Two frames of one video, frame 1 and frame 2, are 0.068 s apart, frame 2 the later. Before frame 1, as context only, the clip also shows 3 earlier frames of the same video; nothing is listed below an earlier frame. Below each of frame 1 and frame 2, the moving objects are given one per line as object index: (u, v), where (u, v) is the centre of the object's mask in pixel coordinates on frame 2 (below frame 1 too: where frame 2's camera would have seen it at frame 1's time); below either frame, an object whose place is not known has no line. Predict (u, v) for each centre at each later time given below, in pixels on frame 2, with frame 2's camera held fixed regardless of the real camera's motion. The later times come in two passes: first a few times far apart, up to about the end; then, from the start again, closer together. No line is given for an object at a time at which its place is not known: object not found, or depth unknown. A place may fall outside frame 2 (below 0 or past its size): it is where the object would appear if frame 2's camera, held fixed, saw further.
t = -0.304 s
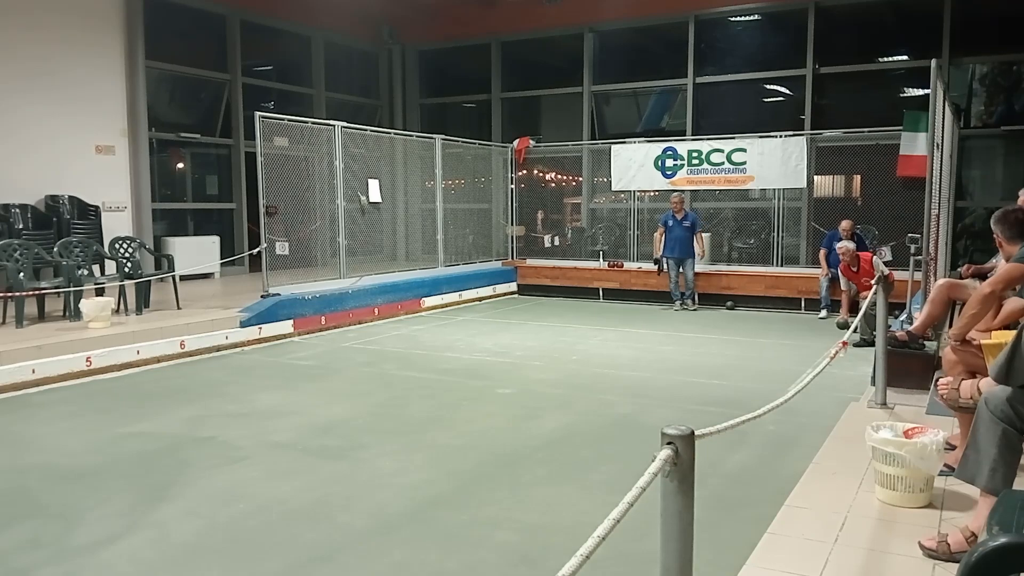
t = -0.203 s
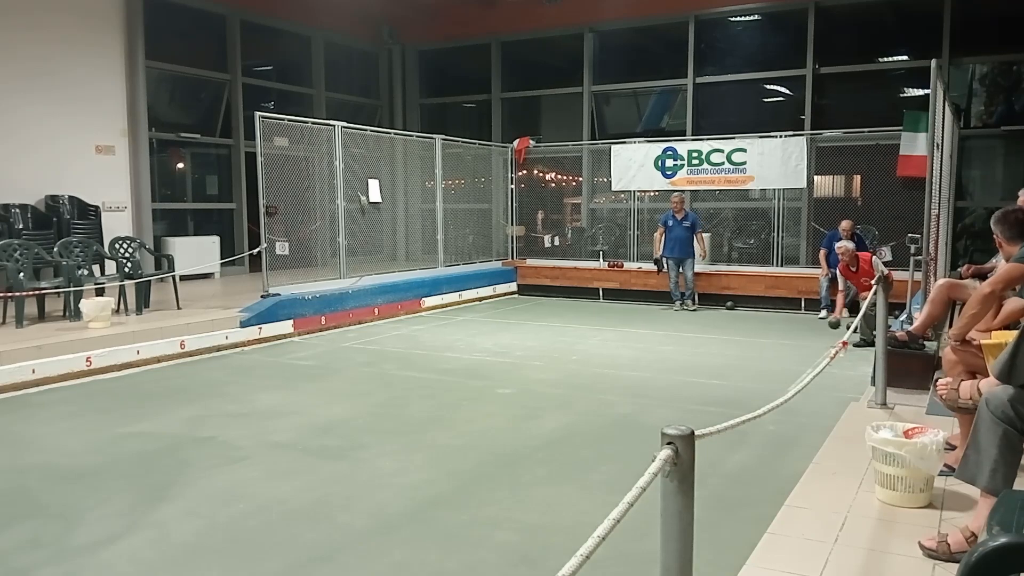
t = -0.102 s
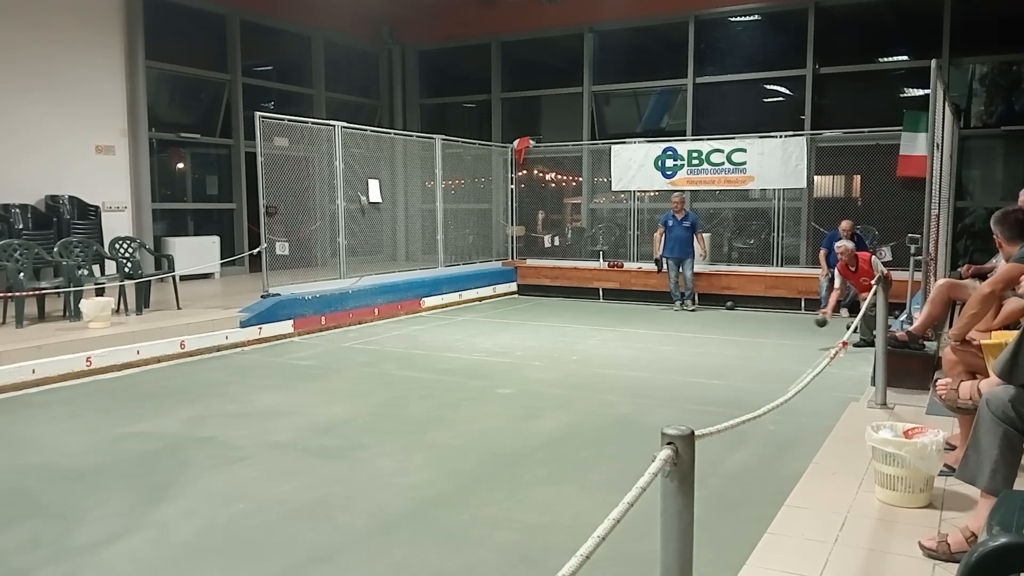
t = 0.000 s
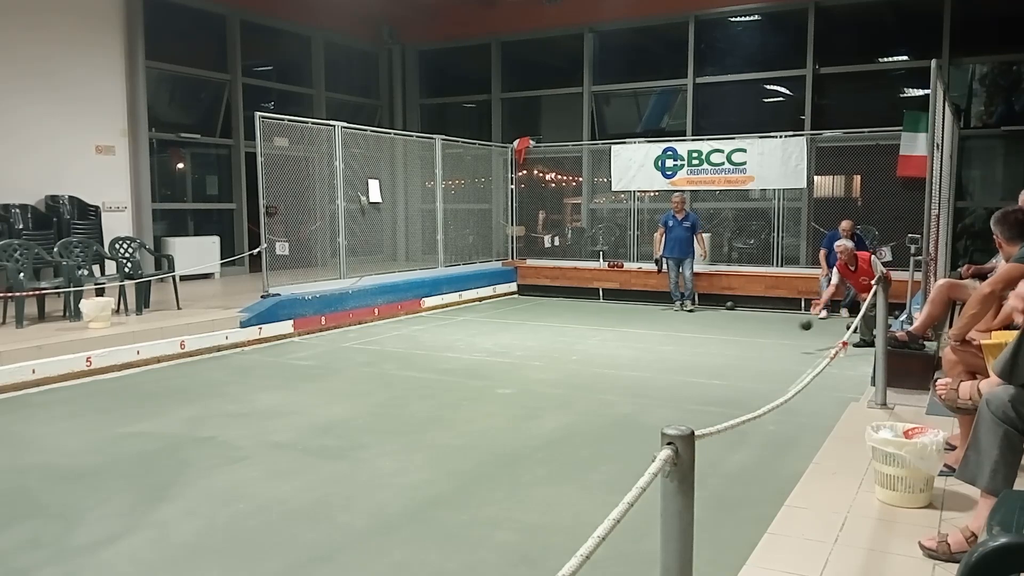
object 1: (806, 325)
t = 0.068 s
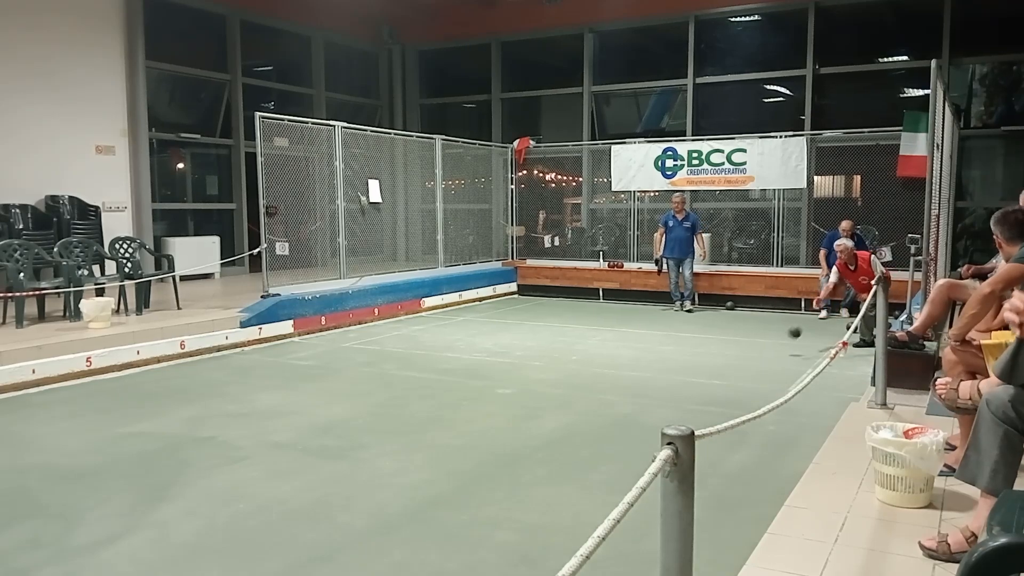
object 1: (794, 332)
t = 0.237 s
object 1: (769, 352)
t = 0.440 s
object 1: (743, 360)
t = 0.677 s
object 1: (710, 367)
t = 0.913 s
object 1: (675, 375)
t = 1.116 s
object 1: (642, 380)
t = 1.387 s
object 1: (595, 390)
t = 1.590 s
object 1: (559, 398)
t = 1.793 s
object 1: (518, 407)
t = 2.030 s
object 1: (468, 418)
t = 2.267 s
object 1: (412, 431)
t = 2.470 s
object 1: (363, 440)
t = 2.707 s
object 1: (298, 454)
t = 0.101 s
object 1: (789, 338)
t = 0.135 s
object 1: (783, 345)
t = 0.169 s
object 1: (777, 353)
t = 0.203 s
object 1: (773, 352)
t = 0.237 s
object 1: (769, 352)
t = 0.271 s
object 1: (765, 352)
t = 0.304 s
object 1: (761, 354)
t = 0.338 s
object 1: (757, 357)
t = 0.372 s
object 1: (752, 358)
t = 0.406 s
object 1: (748, 359)
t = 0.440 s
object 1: (743, 360)
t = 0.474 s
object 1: (738, 361)
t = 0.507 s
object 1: (734, 362)
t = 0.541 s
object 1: (729, 363)
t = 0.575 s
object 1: (724, 364)
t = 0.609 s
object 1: (719, 365)
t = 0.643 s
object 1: (715, 366)
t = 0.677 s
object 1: (710, 367)
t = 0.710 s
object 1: (705, 368)
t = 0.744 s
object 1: (700, 369)
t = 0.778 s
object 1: (695, 370)
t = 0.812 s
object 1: (690, 371)
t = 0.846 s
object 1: (685, 373)
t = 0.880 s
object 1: (680, 373)
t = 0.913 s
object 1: (675, 375)
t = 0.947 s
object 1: (669, 376)
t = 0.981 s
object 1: (664, 377)
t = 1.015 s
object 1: (659, 378)
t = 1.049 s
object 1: (653, 379)
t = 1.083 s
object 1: (648, 380)
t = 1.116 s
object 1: (642, 380)
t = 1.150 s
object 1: (636, 382)
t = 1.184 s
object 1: (631, 383)
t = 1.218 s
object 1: (625, 384)
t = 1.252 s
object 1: (620, 385)
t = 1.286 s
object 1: (613, 386)
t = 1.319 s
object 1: (608, 388)
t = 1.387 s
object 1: (595, 390)
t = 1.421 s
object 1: (590, 391)
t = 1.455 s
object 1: (584, 393)
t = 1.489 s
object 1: (578, 395)
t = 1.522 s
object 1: (571, 396)
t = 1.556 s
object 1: (565, 397)
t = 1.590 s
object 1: (559, 398)
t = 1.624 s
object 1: (552, 400)
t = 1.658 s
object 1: (546, 402)
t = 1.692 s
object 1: (539, 403)
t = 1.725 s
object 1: (532, 404)
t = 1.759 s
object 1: (526, 405)
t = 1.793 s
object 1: (518, 407)
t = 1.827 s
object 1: (512, 409)
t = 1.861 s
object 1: (505, 410)
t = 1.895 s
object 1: (498, 411)
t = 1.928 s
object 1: (490, 413)
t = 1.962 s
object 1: (483, 415)
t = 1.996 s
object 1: (476, 416)
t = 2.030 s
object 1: (468, 418)
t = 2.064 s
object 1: (461, 419)
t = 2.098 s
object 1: (453, 421)
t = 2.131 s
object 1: (446, 423)
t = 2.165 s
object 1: (438, 424)
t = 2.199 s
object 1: (429, 426)
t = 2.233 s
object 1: (421, 428)
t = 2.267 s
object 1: (412, 431)
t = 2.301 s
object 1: (404, 432)
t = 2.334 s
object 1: (396, 433)
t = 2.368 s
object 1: (388, 435)
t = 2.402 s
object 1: (380, 436)
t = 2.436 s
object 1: (371, 438)
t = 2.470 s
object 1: (363, 440)
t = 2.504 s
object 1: (354, 442)
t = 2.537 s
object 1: (345, 444)
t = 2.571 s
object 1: (336, 446)
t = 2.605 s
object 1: (326, 448)
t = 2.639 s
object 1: (317, 450)
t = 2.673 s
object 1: (307, 452)
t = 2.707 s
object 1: (298, 454)
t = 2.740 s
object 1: (288, 456)
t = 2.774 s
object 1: (278, 458)
